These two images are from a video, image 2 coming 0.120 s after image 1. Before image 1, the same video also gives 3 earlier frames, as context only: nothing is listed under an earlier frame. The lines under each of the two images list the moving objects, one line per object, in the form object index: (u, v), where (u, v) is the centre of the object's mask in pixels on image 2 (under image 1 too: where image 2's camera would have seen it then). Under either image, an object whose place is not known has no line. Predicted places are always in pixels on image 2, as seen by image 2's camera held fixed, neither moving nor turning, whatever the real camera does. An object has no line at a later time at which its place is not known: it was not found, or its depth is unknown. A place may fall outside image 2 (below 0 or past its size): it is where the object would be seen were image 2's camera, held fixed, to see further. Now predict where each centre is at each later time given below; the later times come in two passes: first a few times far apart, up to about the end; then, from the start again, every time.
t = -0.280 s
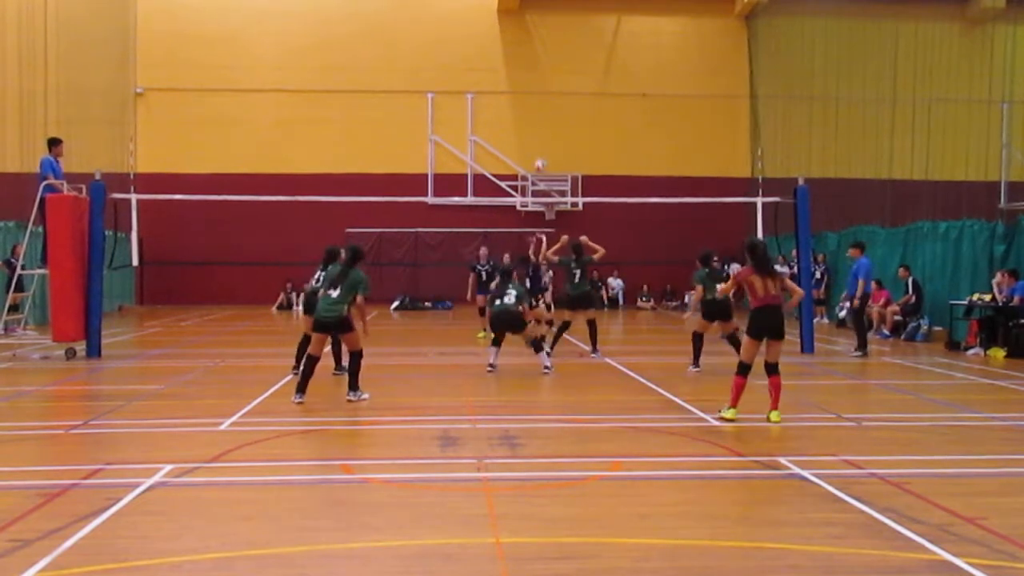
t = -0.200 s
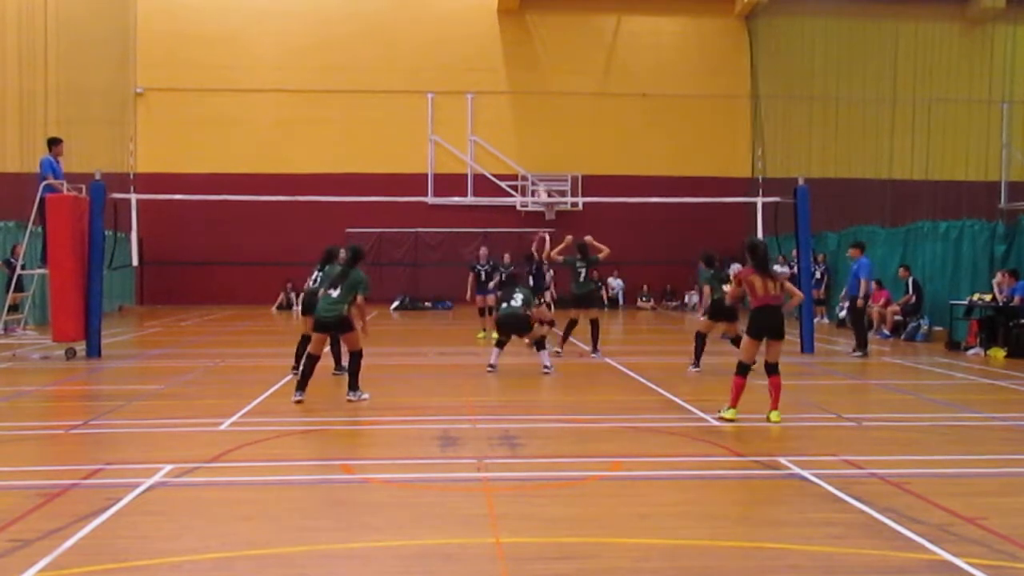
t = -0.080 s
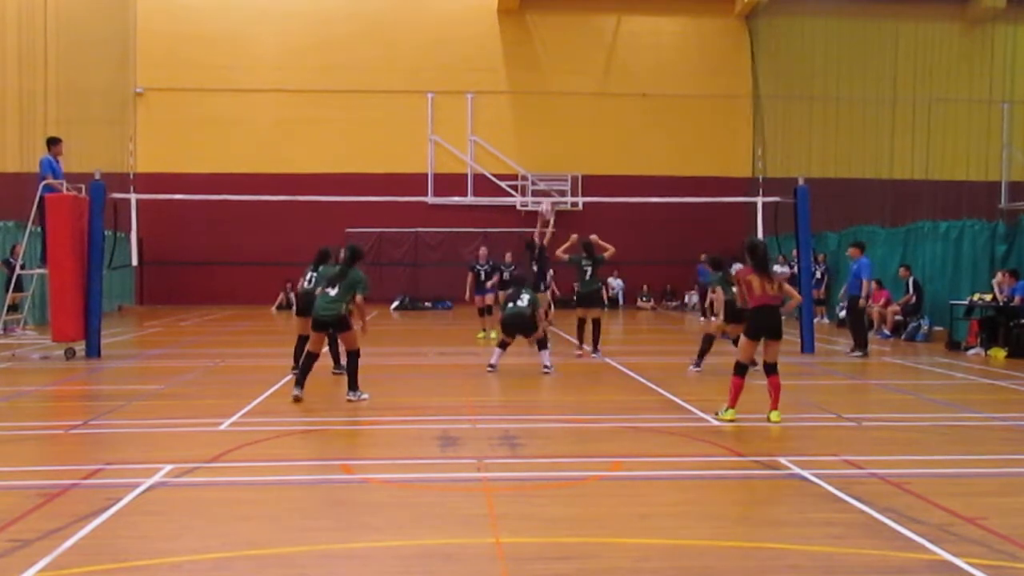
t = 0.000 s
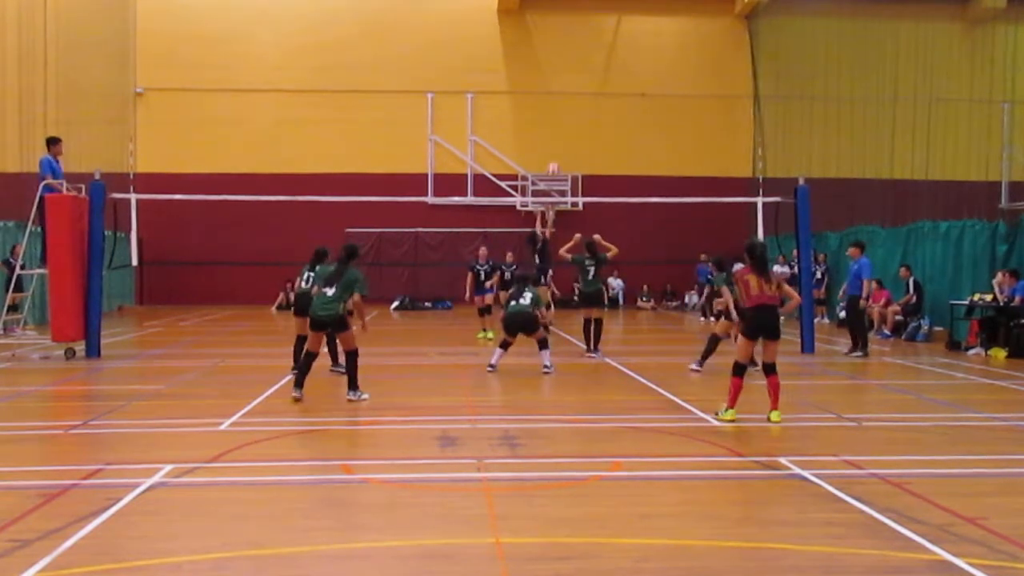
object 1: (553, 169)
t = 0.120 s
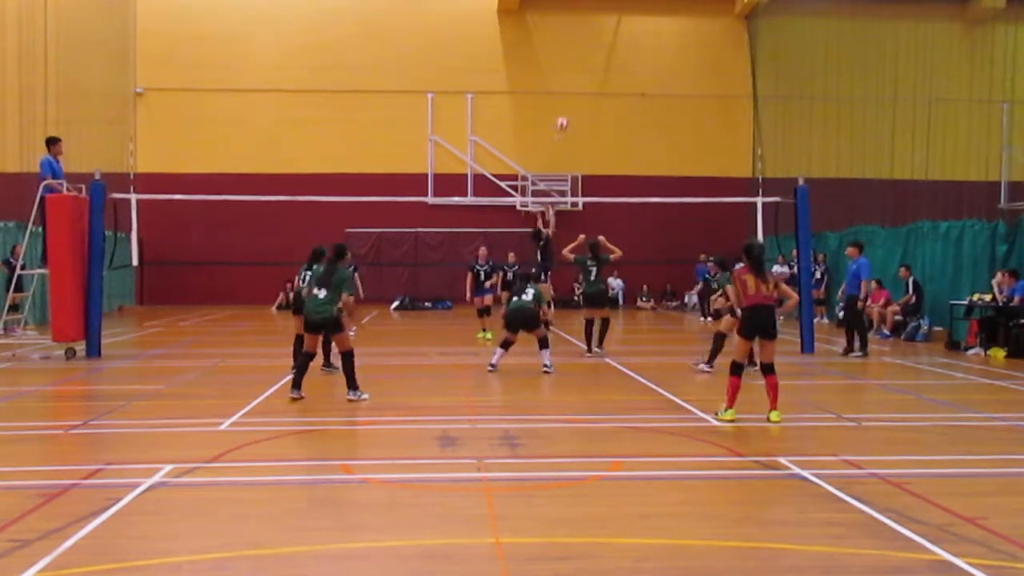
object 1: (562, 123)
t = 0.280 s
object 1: (575, 77)
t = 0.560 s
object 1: (595, 38)
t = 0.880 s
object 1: (617, 51)
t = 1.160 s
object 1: (634, 111)
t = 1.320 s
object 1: (644, 161)
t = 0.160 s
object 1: (565, 109)
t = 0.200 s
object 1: (569, 97)
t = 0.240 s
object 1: (571, 87)
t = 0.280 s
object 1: (575, 77)
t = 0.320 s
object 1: (578, 69)
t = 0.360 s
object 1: (581, 61)
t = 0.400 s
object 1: (584, 55)
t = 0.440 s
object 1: (587, 49)
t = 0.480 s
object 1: (589, 45)
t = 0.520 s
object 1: (593, 41)
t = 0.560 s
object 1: (595, 38)
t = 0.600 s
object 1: (598, 37)
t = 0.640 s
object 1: (601, 36)
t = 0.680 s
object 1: (603, 36)
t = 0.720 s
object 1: (606, 37)
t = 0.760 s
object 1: (608, 40)
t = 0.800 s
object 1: (612, 44)
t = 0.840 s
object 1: (614, 47)
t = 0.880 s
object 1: (617, 51)
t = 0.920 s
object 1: (620, 57)
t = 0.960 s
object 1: (622, 64)
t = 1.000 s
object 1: (624, 72)
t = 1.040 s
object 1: (627, 80)
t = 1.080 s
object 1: (630, 89)
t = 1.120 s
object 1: (632, 100)
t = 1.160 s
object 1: (634, 111)
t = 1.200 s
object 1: (637, 122)
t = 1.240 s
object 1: (639, 134)
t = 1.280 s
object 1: (642, 148)
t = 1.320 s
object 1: (644, 161)
